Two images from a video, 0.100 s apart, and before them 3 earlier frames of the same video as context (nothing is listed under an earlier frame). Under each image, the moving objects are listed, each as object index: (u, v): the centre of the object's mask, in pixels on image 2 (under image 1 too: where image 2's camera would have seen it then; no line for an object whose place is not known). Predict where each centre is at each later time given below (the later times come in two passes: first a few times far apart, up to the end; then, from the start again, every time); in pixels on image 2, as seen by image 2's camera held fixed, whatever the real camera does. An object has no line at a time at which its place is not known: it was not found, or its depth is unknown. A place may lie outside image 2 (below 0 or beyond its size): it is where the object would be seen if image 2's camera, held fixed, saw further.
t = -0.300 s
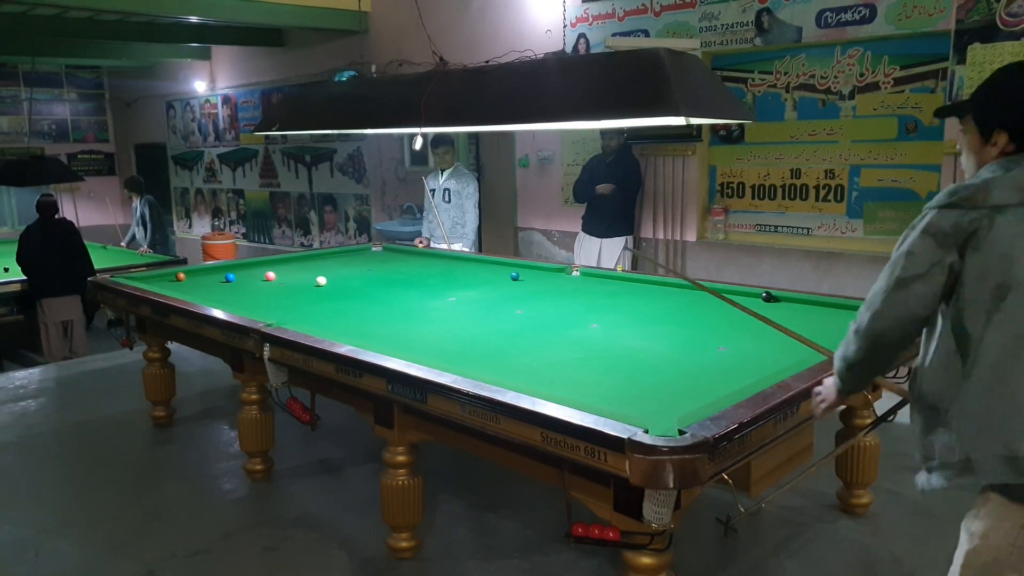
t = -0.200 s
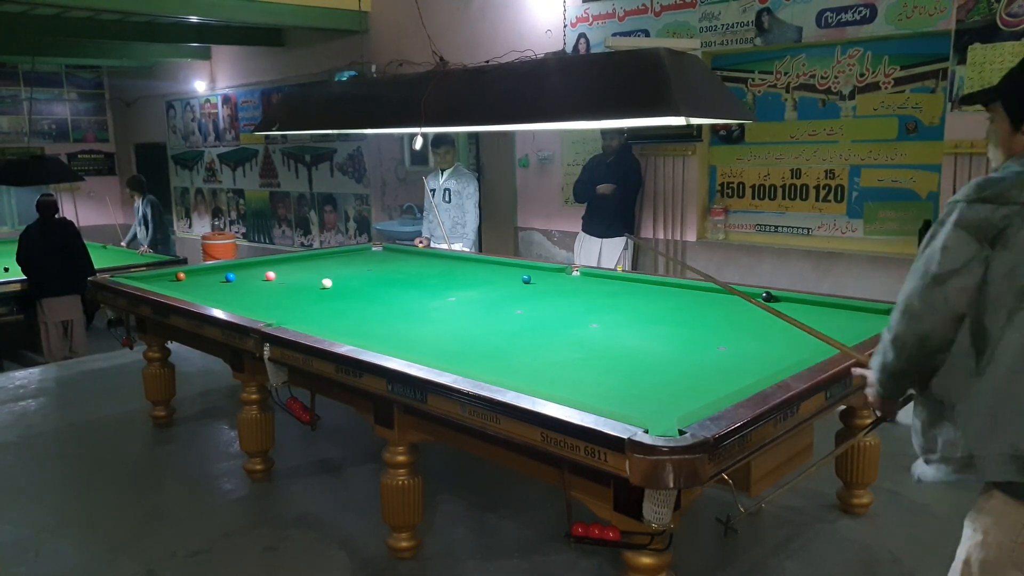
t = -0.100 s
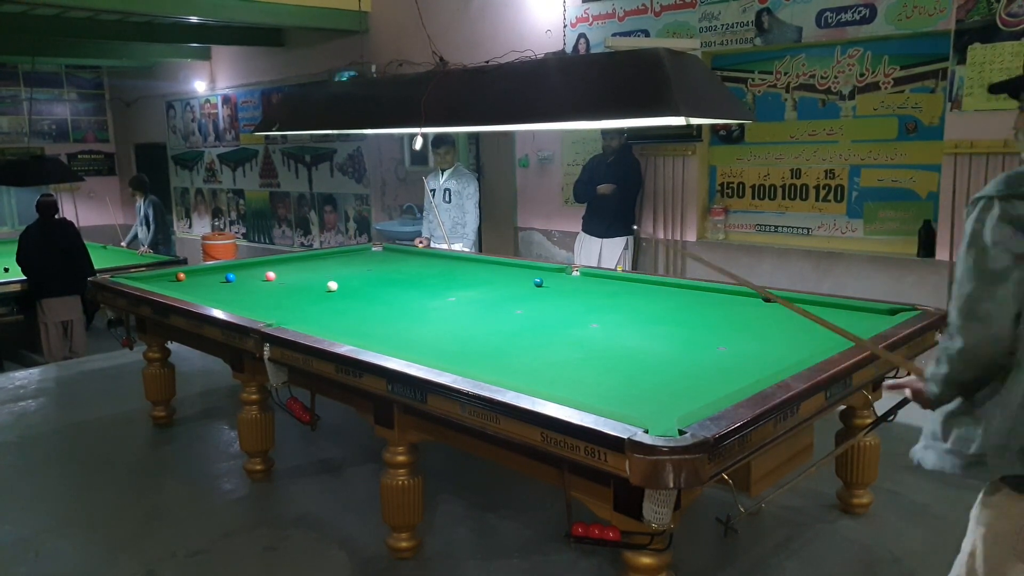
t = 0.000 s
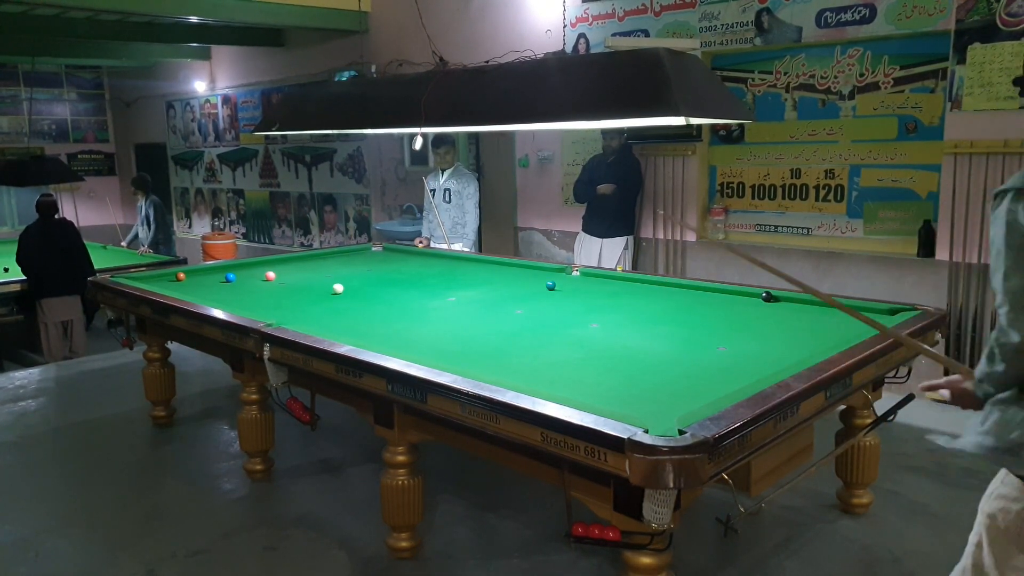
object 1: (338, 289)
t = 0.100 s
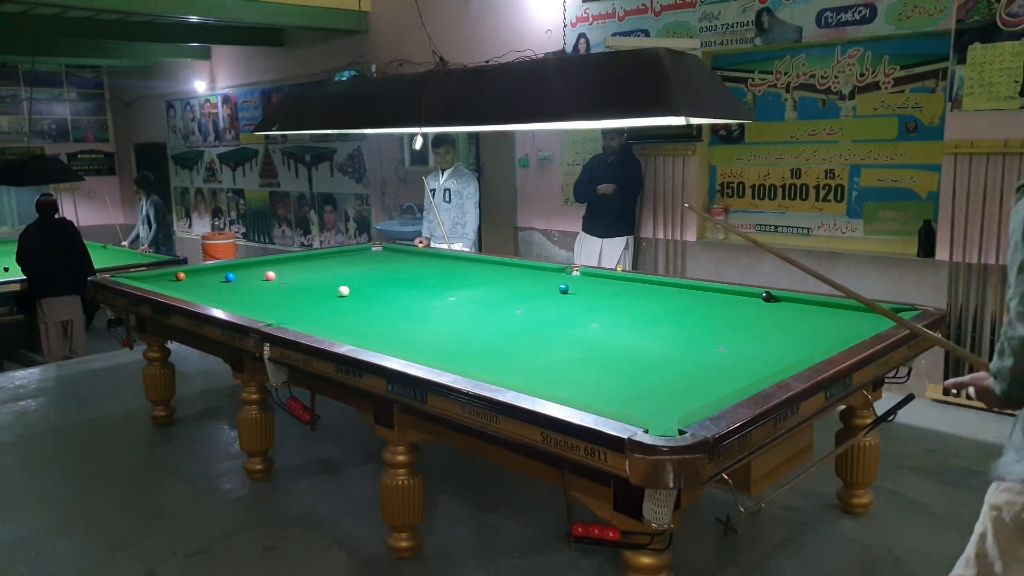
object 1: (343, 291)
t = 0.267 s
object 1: (353, 296)
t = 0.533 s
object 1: (370, 304)
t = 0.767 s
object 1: (386, 311)
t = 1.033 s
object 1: (406, 319)
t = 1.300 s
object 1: (426, 328)
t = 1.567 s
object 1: (447, 337)
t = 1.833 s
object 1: (470, 347)
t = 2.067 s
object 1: (490, 356)
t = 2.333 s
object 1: (514, 366)
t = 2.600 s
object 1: (539, 377)
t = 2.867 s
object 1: (565, 388)
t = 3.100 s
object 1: (589, 397)
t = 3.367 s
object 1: (617, 408)
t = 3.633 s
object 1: (647, 417)
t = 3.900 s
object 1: (662, 422)
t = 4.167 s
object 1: (646, 418)
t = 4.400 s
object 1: (641, 415)
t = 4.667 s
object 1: (639, 414)
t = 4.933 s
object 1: (639, 413)
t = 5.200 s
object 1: (639, 413)
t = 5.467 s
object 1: (639, 414)
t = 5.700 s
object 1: (639, 414)
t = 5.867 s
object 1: (639, 414)
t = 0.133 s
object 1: (345, 292)
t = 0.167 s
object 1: (348, 293)
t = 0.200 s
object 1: (349, 294)
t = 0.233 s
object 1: (352, 295)
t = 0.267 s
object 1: (353, 296)
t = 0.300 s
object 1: (356, 297)
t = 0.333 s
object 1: (358, 298)
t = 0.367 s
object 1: (360, 299)
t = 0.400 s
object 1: (362, 300)
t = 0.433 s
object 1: (364, 301)
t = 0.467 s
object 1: (366, 302)
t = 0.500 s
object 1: (368, 303)
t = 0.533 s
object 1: (370, 304)
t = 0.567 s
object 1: (373, 305)
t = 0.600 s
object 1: (375, 306)
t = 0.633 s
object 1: (377, 307)
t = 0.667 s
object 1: (379, 308)
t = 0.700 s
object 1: (382, 309)
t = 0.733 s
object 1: (384, 310)
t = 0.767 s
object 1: (386, 311)
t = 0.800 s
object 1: (389, 312)
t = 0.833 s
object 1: (391, 313)
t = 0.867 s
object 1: (394, 314)
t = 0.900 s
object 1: (396, 315)
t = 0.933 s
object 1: (398, 316)
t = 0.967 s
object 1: (401, 317)
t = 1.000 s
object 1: (403, 318)
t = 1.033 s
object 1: (406, 319)
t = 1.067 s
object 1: (408, 320)
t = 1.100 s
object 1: (411, 321)
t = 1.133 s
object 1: (413, 322)
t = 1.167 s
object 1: (416, 323)
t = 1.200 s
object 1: (418, 325)
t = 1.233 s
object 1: (420, 325)
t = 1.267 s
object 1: (423, 327)
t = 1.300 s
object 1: (426, 328)
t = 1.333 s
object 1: (428, 329)
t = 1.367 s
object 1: (431, 330)
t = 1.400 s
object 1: (434, 331)
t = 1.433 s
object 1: (436, 332)
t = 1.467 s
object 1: (439, 334)
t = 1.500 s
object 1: (442, 335)
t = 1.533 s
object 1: (444, 336)
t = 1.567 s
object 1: (447, 337)
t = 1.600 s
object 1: (450, 338)
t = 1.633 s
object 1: (453, 339)
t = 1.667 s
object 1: (455, 341)
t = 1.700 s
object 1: (458, 342)
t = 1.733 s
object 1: (461, 343)
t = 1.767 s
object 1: (464, 344)
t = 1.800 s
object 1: (467, 346)
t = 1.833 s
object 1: (470, 347)
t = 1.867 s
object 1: (472, 348)
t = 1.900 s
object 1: (475, 349)
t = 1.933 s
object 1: (478, 351)
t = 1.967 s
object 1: (481, 352)
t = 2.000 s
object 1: (484, 353)
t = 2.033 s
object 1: (487, 354)
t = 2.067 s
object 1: (490, 356)
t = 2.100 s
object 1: (493, 357)
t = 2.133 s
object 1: (496, 358)
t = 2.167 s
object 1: (499, 360)
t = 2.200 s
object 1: (502, 361)
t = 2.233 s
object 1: (505, 362)
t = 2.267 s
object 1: (508, 364)
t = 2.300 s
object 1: (511, 365)
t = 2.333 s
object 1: (514, 366)
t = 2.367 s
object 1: (517, 368)
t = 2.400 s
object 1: (520, 369)
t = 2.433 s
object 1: (523, 370)
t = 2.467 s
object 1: (527, 372)
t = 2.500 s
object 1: (530, 373)
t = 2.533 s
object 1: (533, 374)
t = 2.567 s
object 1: (536, 376)
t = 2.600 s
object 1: (539, 377)
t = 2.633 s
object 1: (542, 379)
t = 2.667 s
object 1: (546, 380)
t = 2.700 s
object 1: (549, 381)
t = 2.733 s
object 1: (552, 383)
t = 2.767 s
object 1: (555, 384)
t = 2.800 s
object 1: (559, 385)
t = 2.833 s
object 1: (562, 387)
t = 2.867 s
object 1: (565, 388)
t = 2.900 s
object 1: (569, 389)
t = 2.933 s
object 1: (572, 391)
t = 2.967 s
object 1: (575, 392)
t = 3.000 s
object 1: (579, 393)
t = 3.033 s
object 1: (582, 395)
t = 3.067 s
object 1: (586, 396)
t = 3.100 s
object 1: (589, 397)
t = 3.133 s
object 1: (593, 399)
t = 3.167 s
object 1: (596, 400)
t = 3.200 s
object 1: (600, 401)
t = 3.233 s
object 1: (603, 402)
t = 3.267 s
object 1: (607, 403)
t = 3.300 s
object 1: (610, 405)
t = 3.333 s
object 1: (614, 406)
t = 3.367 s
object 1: (617, 408)
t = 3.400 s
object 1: (621, 409)
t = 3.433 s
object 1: (625, 410)
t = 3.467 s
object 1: (629, 411)
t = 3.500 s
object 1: (633, 412)
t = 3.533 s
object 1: (636, 413)
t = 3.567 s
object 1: (640, 414)
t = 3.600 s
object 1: (644, 416)
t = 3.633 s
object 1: (647, 417)
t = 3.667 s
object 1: (650, 419)
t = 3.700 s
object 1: (653, 420)
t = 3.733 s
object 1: (657, 421)
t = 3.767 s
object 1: (661, 421)
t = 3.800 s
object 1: (664, 422)
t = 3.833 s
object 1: (666, 422)
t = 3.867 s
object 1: (664, 422)
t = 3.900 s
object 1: (662, 422)
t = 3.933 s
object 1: (659, 422)
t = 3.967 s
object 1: (657, 421)
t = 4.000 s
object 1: (655, 421)
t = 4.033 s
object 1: (653, 421)
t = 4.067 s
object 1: (651, 420)
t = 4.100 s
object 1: (650, 419)
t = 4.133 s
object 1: (648, 419)
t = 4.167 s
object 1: (646, 418)
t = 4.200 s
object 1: (645, 417)
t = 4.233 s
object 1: (643, 417)
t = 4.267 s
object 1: (642, 416)
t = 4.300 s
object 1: (642, 416)
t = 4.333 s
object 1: (641, 416)
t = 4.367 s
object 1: (641, 415)
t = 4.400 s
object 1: (641, 415)
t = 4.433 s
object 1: (640, 415)
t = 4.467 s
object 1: (640, 415)
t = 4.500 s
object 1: (640, 414)
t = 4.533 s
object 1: (639, 414)
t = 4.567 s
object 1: (639, 414)
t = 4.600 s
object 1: (639, 414)
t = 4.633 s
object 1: (639, 414)
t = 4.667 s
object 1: (639, 414)
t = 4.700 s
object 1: (639, 414)
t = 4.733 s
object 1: (639, 414)
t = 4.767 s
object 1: (639, 413)
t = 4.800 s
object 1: (639, 413)
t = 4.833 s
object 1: (639, 413)
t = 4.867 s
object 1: (639, 413)
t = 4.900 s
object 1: (639, 413)
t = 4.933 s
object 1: (639, 413)
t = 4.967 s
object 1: (639, 414)
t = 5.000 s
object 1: (639, 413)
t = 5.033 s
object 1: (639, 413)
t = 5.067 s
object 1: (639, 414)
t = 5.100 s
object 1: (639, 414)
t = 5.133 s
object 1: (639, 414)
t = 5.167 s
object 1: (639, 414)
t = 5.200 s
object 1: (639, 413)
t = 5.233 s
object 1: (639, 414)
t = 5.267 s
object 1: (639, 414)
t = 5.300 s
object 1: (639, 414)
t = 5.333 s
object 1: (639, 414)
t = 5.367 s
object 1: (639, 414)
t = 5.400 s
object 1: (639, 414)
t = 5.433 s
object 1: (639, 414)
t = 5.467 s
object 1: (639, 414)
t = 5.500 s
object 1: (639, 414)
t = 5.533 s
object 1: (639, 414)
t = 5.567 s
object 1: (639, 414)
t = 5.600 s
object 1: (639, 414)
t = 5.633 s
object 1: (639, 414)
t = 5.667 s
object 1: (639, 414)
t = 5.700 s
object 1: (639, 414)
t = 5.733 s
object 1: (639, 414)
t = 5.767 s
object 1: (639, 414)
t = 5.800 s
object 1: (639, 414)
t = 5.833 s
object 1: (639, 414)
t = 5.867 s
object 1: (639, 414)
